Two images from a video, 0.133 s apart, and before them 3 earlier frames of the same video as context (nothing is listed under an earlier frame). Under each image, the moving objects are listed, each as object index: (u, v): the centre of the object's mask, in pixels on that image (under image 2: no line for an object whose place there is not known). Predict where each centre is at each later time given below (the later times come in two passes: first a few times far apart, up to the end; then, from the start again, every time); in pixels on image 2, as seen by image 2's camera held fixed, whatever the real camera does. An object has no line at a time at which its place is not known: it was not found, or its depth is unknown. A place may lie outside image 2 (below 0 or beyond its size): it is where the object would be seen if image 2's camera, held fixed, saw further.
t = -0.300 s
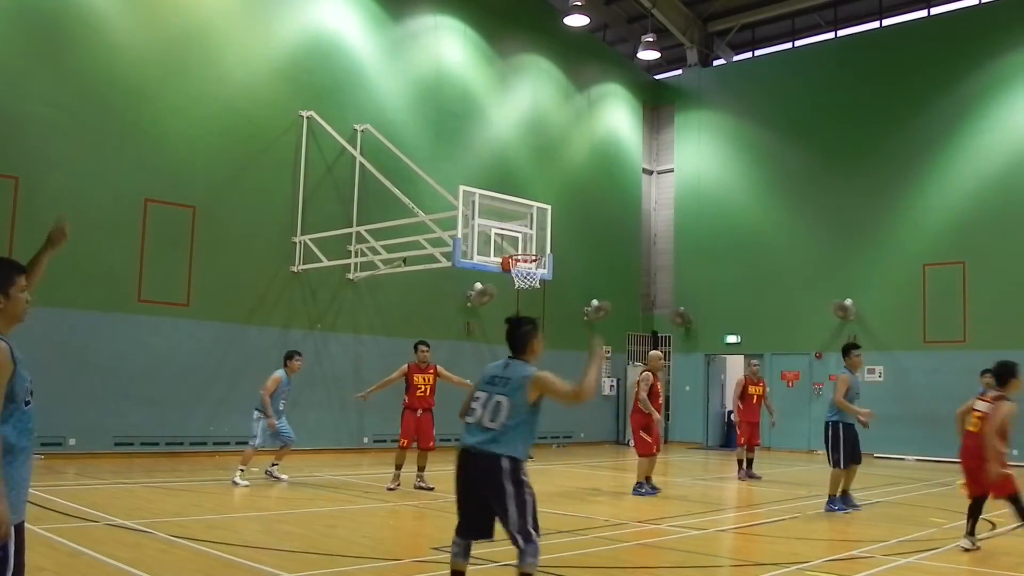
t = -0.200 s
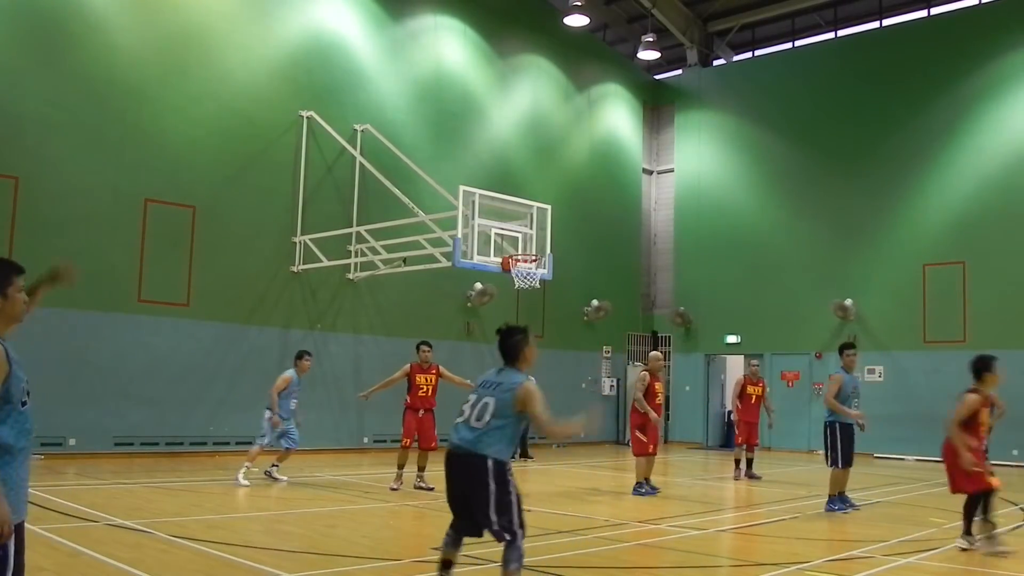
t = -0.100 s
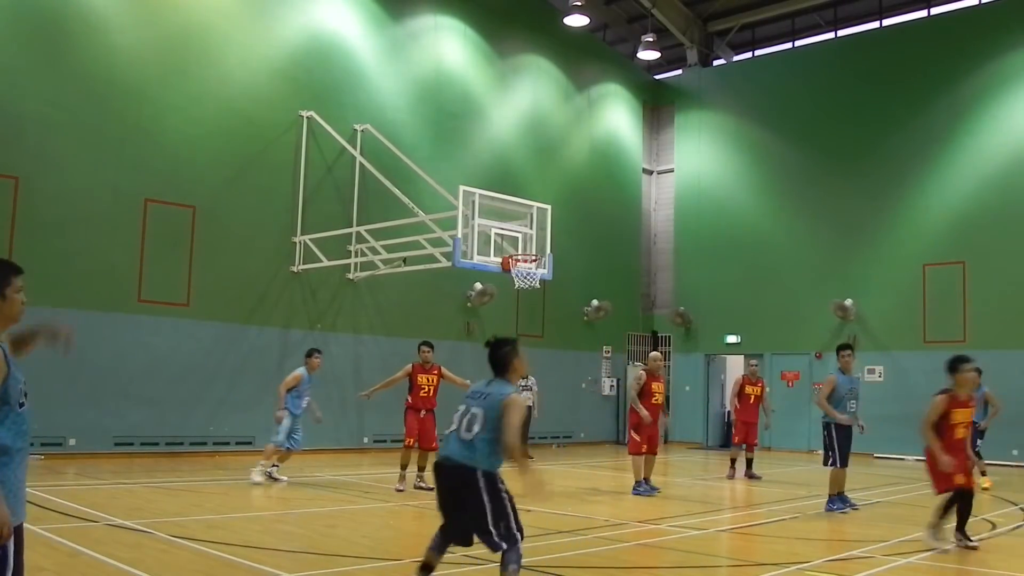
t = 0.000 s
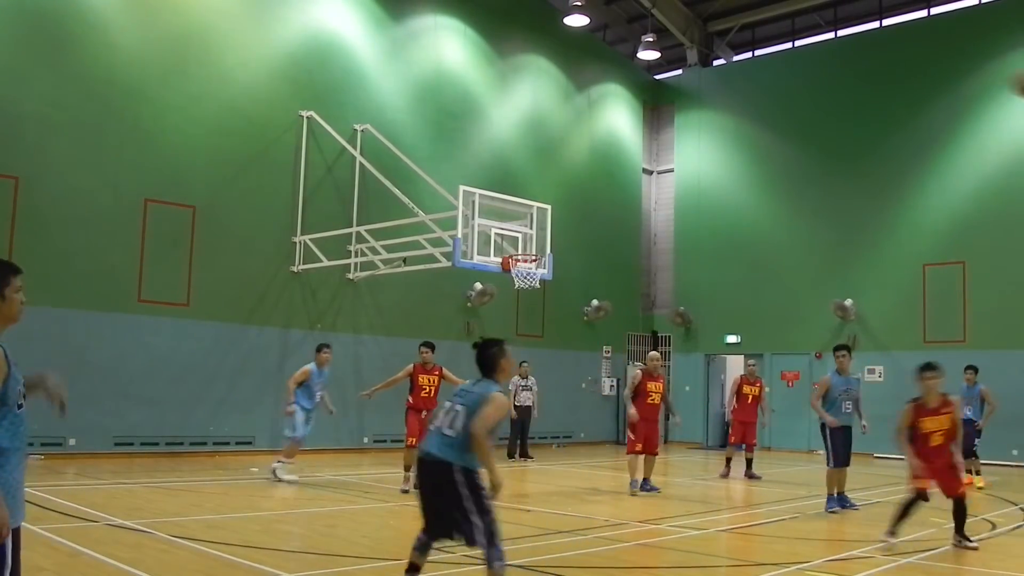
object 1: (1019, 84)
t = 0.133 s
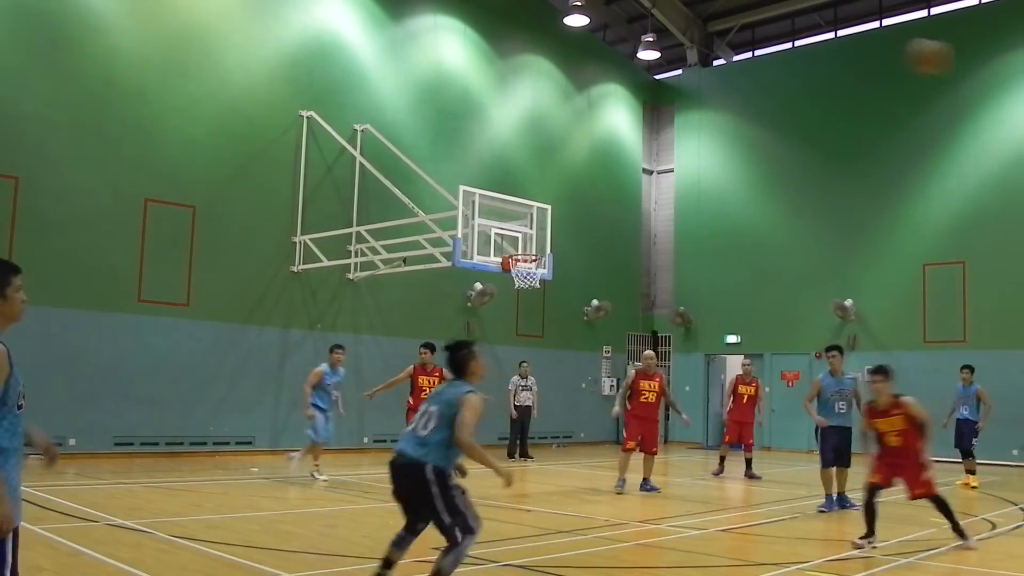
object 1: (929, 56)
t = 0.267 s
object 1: (818, 49)
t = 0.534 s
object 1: (536, 117)
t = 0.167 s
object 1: (902, 52)
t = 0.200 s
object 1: (876, 50)
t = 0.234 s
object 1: (849, 51)
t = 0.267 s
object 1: (818, 49)
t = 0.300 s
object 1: (786, 50)
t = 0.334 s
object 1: (754, 53)
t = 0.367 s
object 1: (719, 55)
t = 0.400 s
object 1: (692, 62)
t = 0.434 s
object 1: (650, 75)
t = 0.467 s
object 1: (621, 82)
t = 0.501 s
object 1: (578, 97)
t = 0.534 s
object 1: (536, 117)
